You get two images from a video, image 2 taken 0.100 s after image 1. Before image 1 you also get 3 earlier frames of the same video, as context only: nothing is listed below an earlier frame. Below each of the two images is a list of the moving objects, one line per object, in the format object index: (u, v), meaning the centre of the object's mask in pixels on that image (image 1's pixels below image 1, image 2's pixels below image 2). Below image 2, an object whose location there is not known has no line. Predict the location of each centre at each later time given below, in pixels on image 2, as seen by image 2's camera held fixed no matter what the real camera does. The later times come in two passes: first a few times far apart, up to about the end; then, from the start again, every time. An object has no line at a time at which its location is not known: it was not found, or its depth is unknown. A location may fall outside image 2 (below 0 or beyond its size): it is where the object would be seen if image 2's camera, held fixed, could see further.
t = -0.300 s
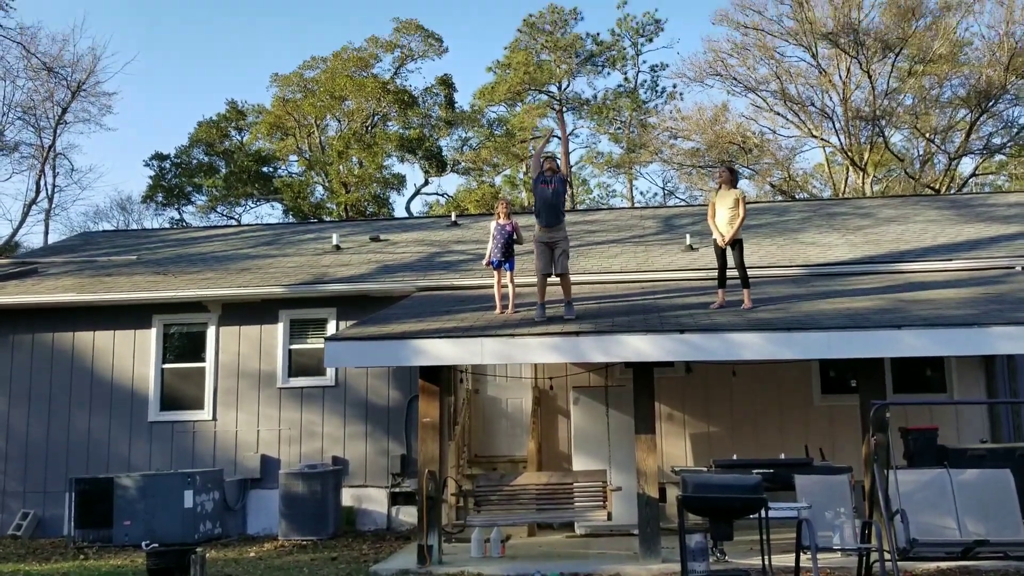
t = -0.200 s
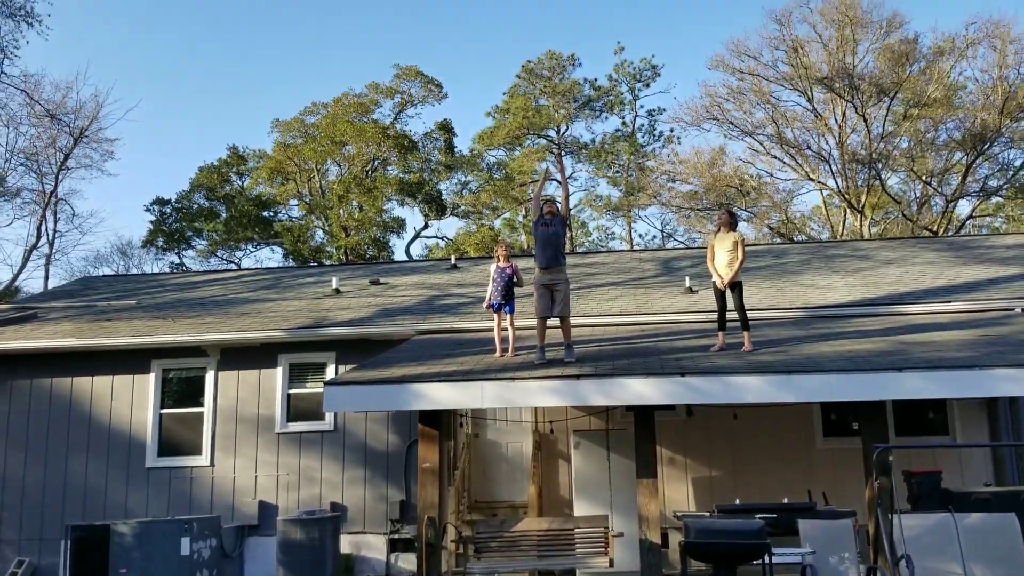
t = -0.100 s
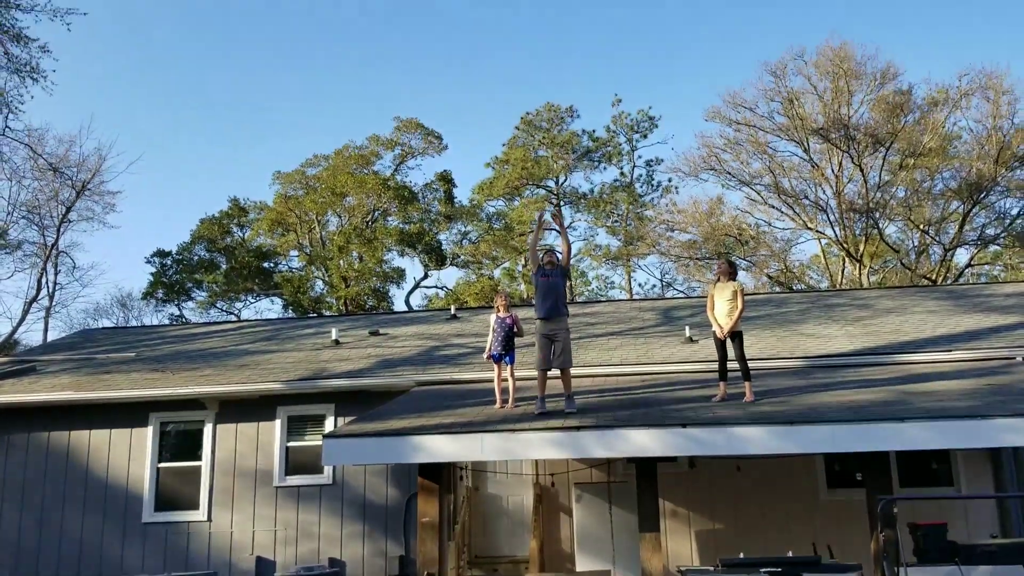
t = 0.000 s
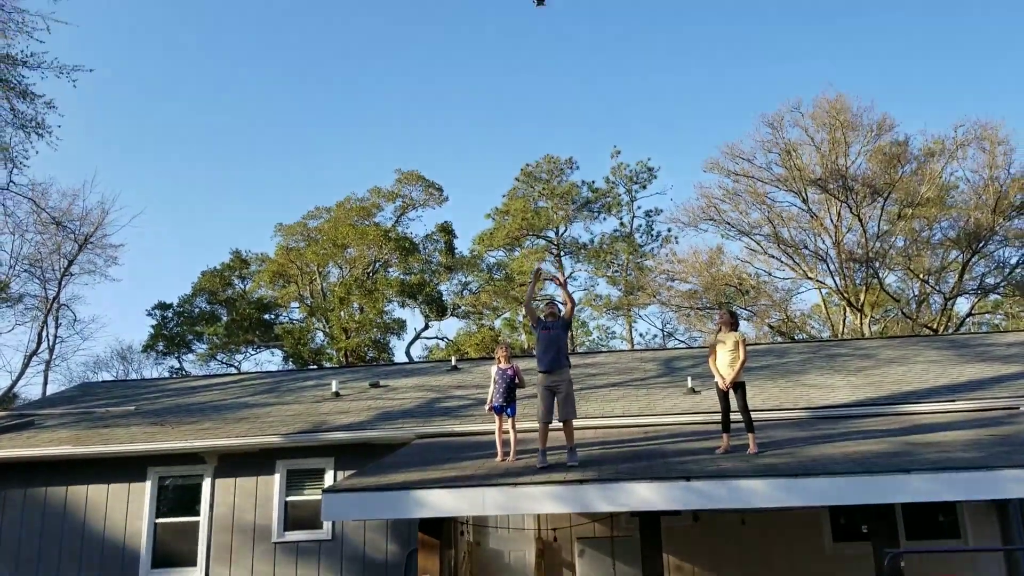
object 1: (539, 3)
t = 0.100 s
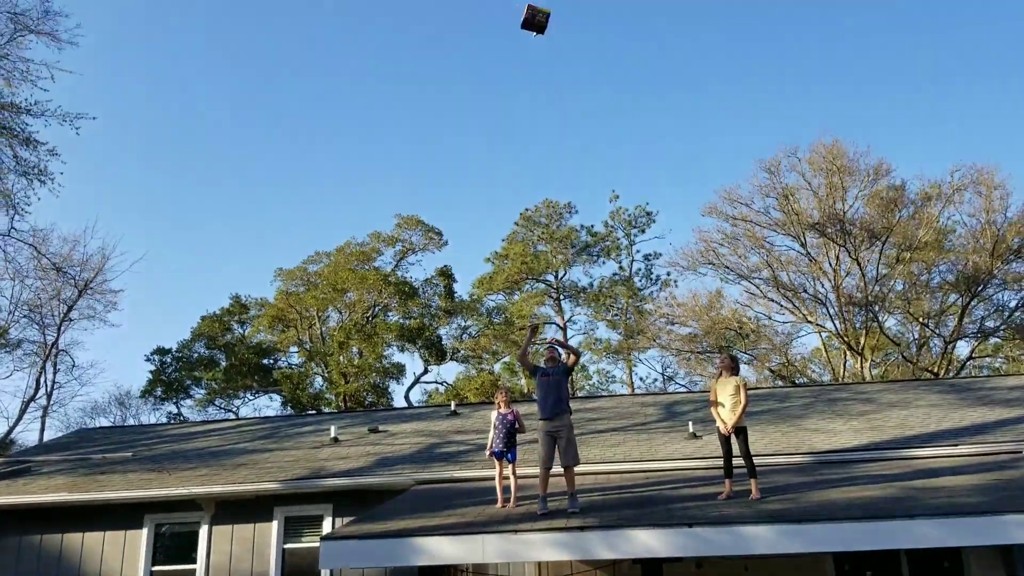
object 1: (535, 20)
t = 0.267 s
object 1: (540, 12)
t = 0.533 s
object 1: (545, 51)
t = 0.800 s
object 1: (548, 150)
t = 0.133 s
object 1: (536, 16)
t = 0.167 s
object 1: (537, 13)
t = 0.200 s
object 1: (538, 12)
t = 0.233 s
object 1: (539, 11)
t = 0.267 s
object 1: (540, 12)
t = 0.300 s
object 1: (540, 14)
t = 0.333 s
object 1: (541, 17)
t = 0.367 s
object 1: (542, 20)
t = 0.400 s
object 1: (543, 25)
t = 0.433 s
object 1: (543, 31)
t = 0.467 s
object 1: (544, 36)
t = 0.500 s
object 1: (544, 44)
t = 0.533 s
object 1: (545, 51)
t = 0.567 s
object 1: (545, 60)
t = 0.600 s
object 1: (546, 69)
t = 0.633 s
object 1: (546, 81)
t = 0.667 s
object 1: (546, 94)
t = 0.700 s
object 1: (546, 106)
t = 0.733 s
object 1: (547, 120)
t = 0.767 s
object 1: (547, 135)
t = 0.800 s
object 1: (548, 150)
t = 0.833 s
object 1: (548, 168)
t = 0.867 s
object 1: (548, 187)
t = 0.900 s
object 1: (547, 205)
